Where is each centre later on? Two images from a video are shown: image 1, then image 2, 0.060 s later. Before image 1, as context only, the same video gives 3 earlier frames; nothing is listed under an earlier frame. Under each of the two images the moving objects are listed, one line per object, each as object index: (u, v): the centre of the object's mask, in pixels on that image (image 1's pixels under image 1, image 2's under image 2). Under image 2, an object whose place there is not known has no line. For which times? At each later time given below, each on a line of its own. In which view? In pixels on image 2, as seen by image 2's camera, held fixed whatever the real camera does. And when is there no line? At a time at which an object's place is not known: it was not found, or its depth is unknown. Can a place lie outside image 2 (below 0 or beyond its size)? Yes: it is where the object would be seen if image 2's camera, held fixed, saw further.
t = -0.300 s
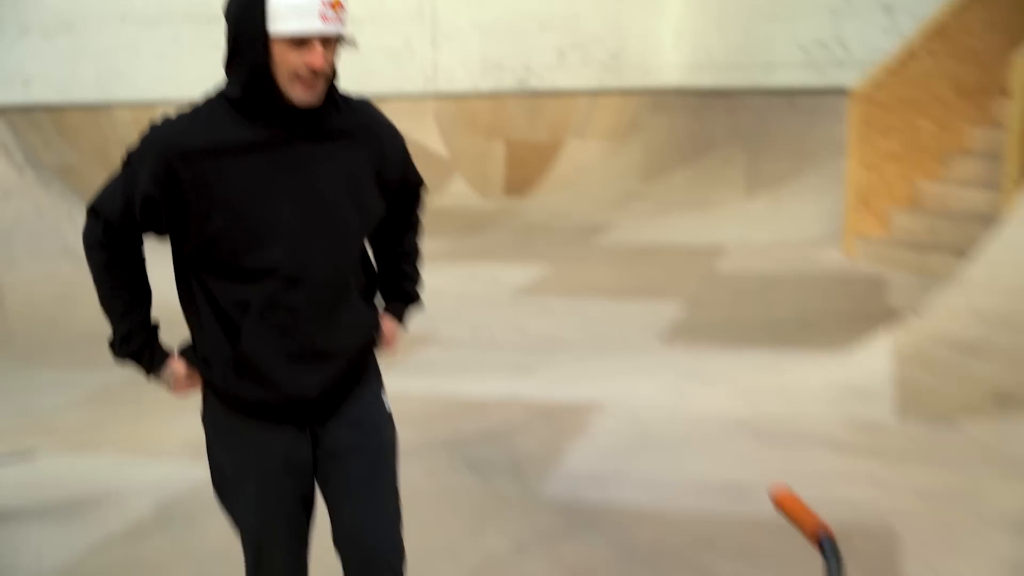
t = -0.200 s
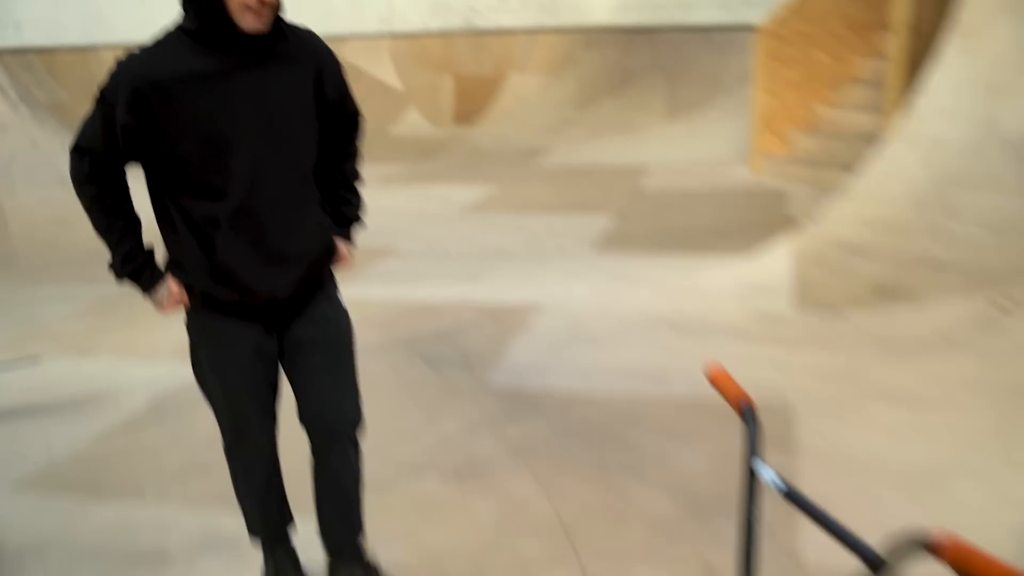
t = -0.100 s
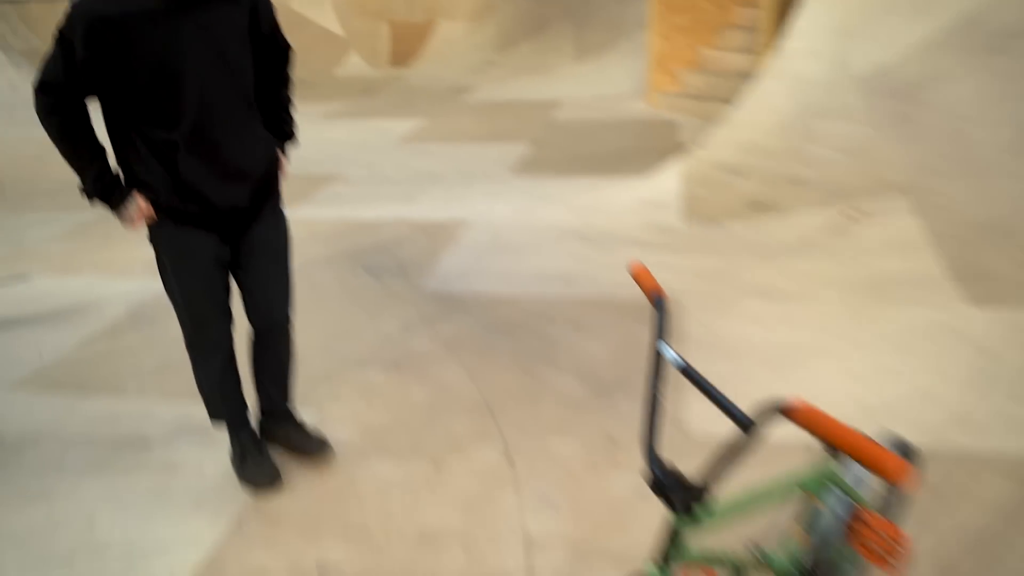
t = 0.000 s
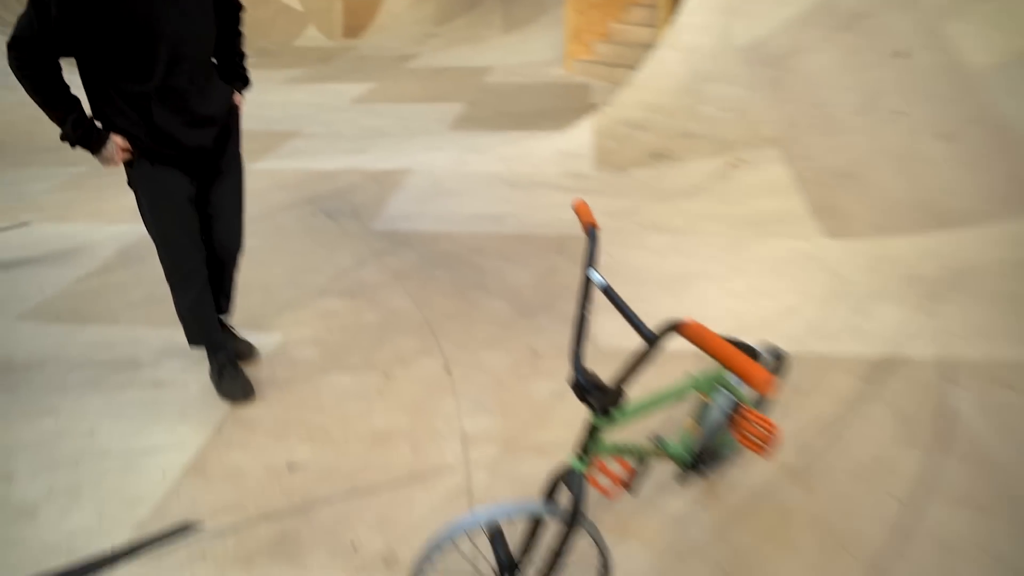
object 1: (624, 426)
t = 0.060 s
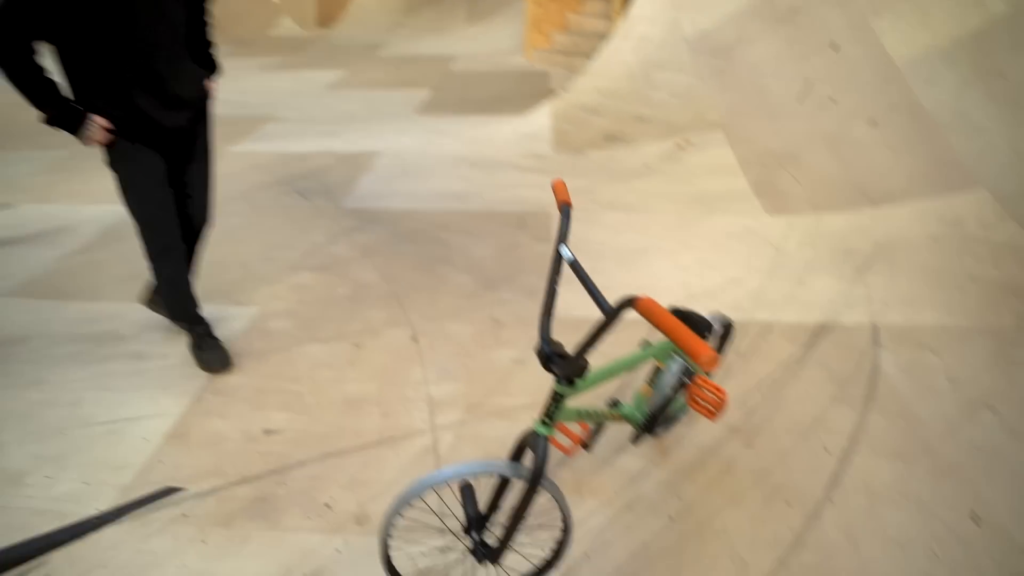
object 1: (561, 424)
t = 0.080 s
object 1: (560, 430)
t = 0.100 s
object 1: (558, 438)
